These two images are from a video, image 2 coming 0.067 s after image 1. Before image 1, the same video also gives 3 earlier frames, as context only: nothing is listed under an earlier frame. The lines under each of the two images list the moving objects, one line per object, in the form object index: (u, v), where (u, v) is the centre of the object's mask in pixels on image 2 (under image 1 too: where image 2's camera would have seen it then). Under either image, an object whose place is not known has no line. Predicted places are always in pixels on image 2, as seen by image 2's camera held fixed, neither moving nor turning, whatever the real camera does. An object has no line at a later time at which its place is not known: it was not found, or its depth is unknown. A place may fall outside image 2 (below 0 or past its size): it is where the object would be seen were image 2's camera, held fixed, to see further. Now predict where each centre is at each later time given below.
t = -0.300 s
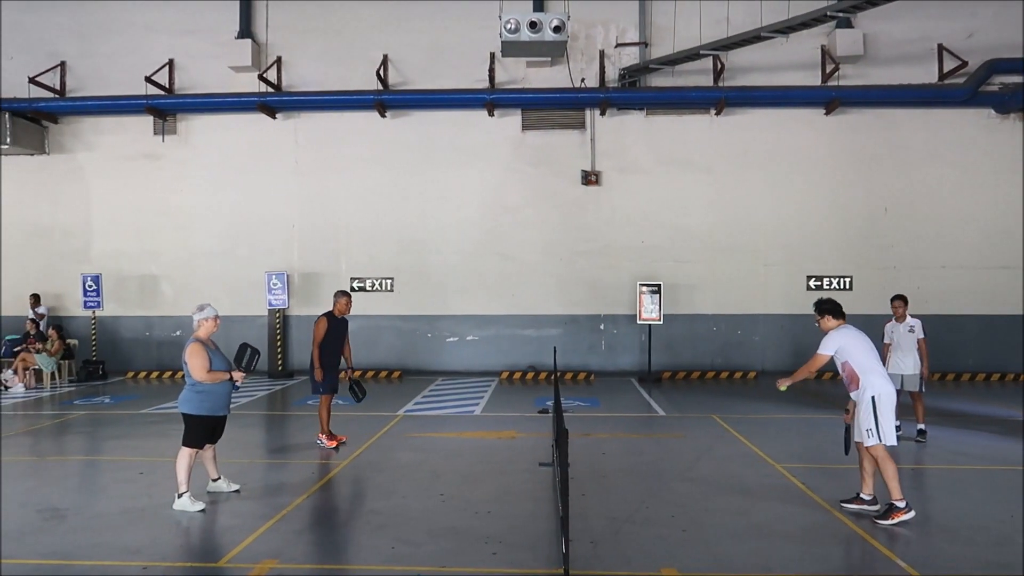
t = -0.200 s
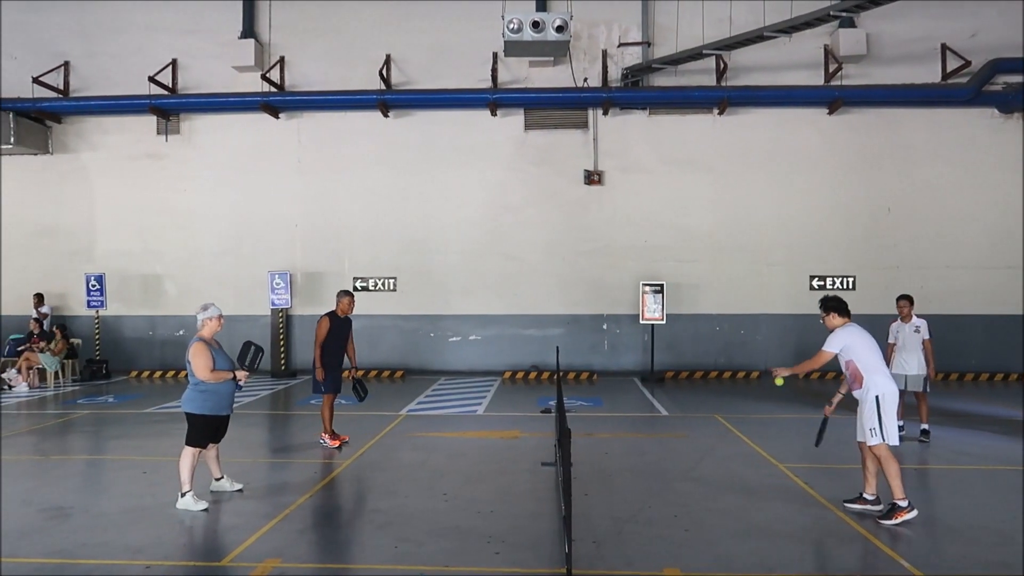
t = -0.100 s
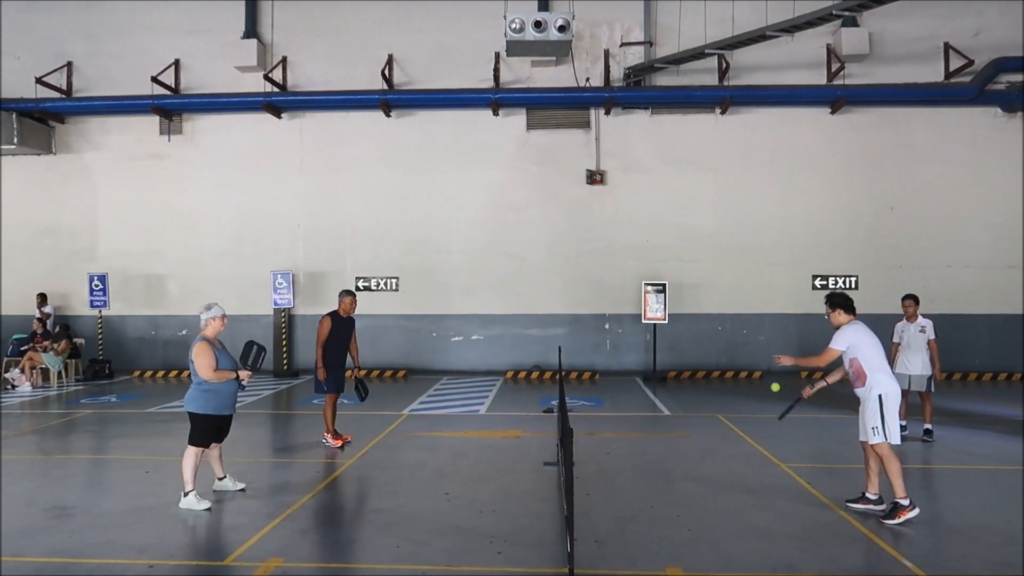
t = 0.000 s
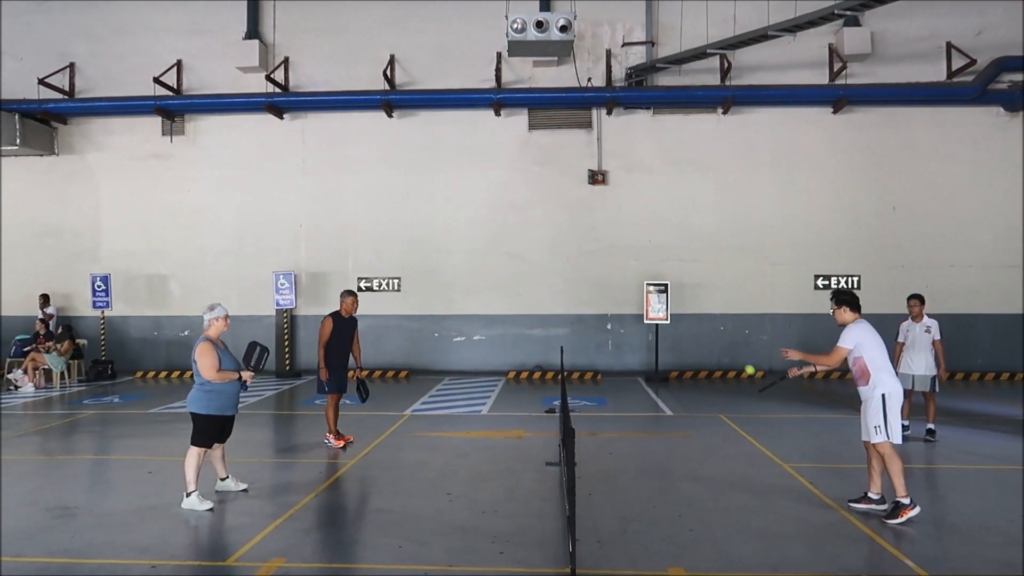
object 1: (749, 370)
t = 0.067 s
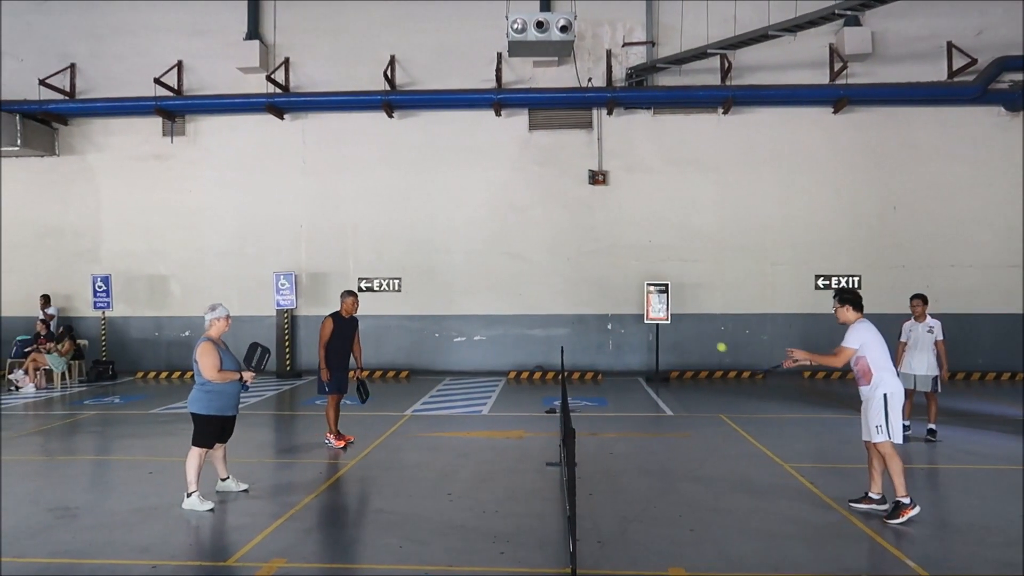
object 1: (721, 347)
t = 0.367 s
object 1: (612, 313)
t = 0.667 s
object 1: (509, 376)
